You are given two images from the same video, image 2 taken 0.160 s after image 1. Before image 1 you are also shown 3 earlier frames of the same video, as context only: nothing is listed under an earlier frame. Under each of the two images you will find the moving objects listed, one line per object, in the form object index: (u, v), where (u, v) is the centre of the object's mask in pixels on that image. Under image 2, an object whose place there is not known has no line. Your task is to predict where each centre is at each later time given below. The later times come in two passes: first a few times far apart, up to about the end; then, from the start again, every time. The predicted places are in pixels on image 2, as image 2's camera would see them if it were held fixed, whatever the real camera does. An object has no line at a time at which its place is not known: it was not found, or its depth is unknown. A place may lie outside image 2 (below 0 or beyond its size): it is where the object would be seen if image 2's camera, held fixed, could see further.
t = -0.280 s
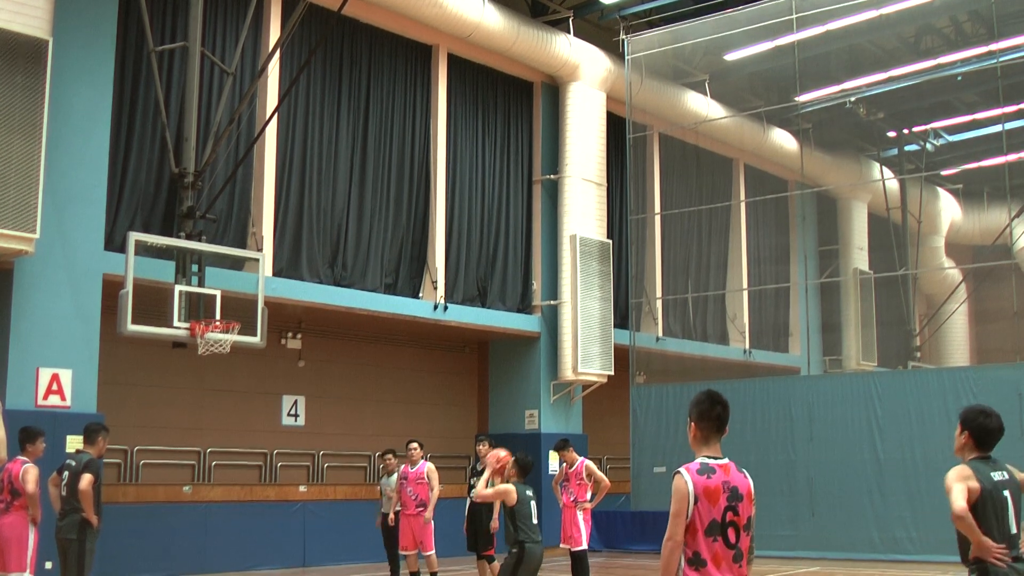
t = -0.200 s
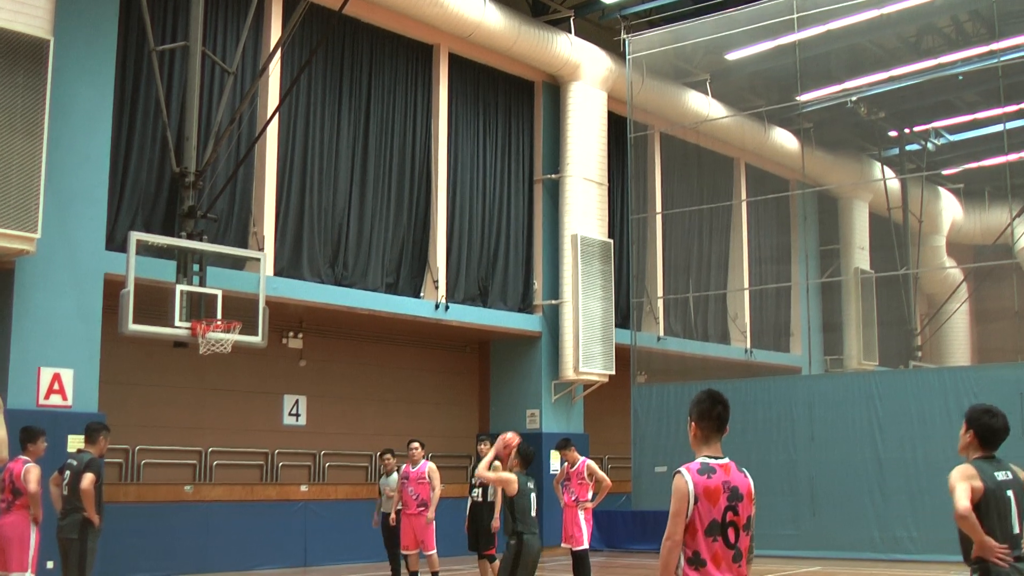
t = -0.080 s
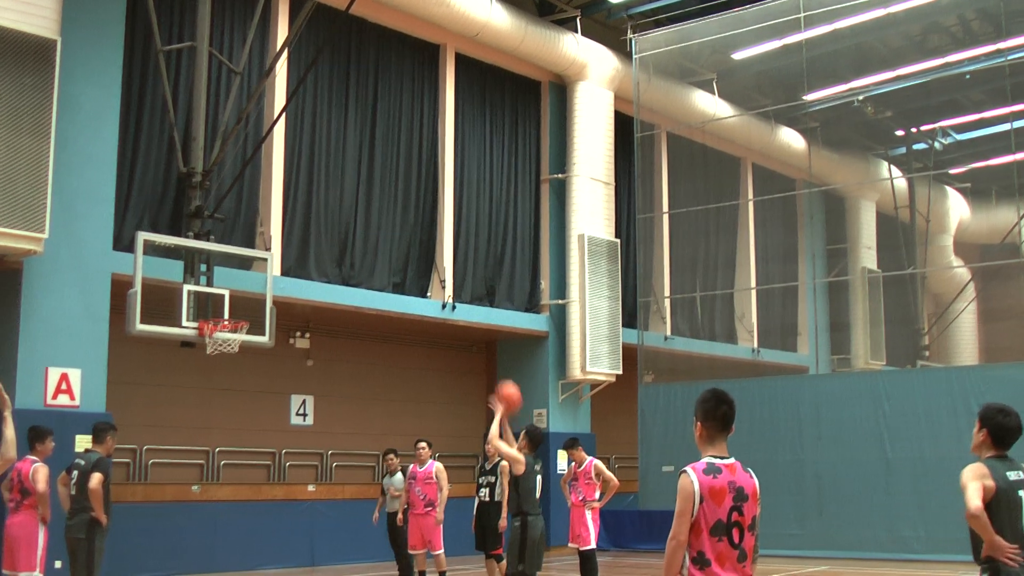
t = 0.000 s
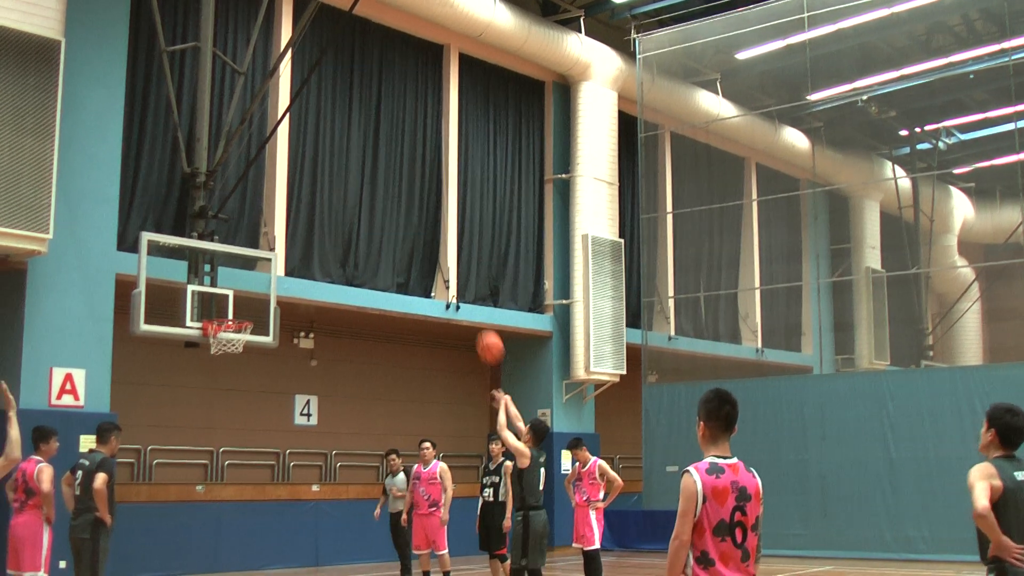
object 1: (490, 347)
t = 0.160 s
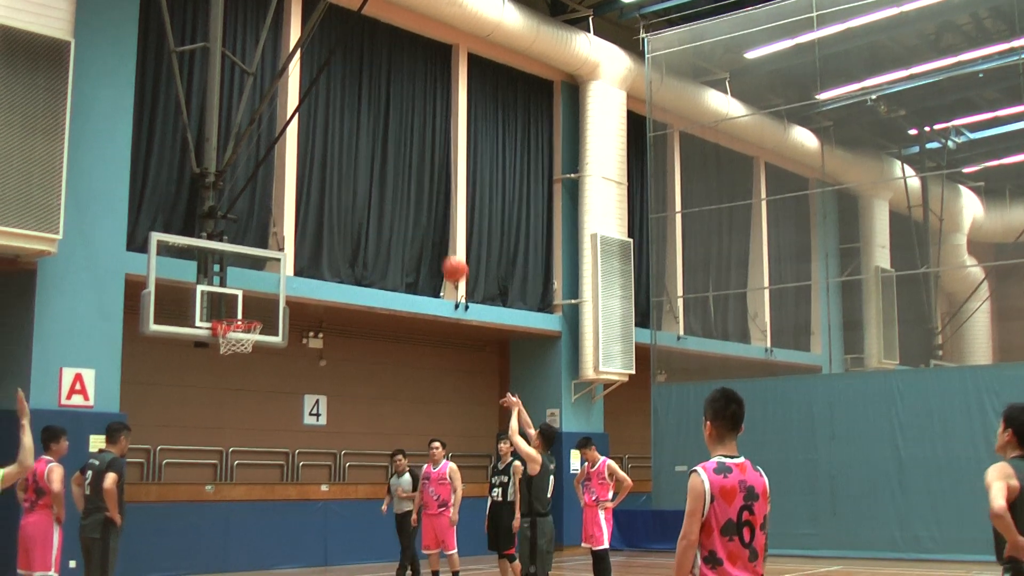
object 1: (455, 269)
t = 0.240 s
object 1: (435, 243)
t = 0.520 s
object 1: (370, 207)
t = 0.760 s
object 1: (319, 233)
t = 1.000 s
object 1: (270, 309)
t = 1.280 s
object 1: (339, 314)
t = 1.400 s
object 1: (370, 332)
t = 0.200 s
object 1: (444, 255)
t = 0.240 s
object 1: (435, 243)
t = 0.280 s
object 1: (425, 233)
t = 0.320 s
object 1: (415, 224)
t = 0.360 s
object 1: (406, 217)
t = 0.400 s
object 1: (397, 212)
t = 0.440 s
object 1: (387, 209)
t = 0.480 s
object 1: (379, 207)
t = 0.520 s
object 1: (370, 207)
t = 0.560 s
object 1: (360, 207)
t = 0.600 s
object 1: (352, 210)
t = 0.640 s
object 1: (344, 213)
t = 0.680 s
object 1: (335, 219)
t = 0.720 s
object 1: (326, 226)
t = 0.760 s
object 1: (319, 233)
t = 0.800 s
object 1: (310, 242)
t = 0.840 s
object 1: (302, 253)
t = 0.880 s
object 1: (295, 264)
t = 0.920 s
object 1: (286, 279)
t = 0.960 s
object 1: (278, 293)
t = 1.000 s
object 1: (270, 309)
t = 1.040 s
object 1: (271, 315)
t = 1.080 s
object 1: (284, 311)
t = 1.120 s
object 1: (295, 309)
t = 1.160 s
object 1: (305, 309)
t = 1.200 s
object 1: (317, 309)
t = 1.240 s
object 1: (328, 312)
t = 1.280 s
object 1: (339, 314)
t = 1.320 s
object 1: (349, 319)
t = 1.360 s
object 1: (359, 325)
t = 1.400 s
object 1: (370, 332)
